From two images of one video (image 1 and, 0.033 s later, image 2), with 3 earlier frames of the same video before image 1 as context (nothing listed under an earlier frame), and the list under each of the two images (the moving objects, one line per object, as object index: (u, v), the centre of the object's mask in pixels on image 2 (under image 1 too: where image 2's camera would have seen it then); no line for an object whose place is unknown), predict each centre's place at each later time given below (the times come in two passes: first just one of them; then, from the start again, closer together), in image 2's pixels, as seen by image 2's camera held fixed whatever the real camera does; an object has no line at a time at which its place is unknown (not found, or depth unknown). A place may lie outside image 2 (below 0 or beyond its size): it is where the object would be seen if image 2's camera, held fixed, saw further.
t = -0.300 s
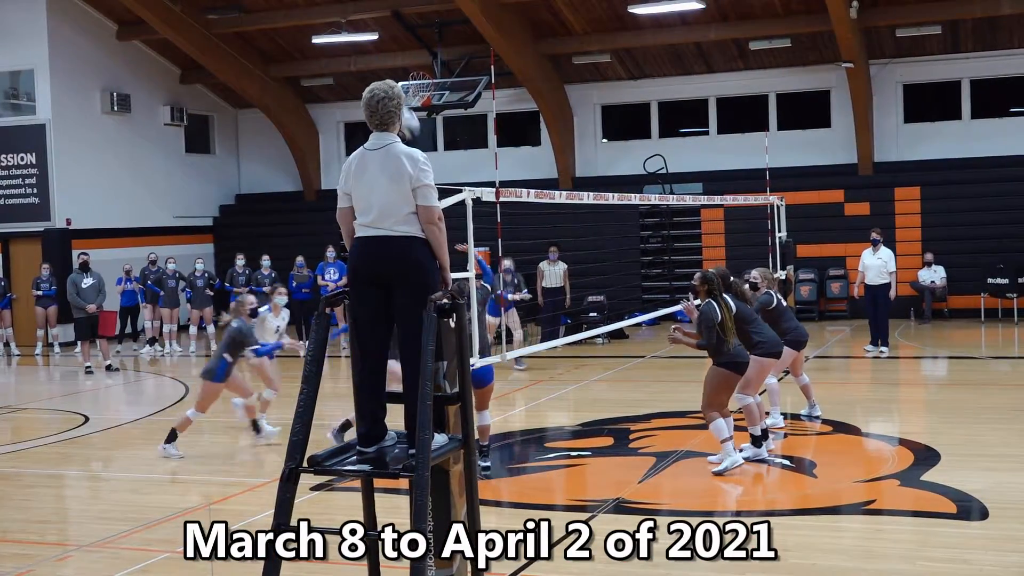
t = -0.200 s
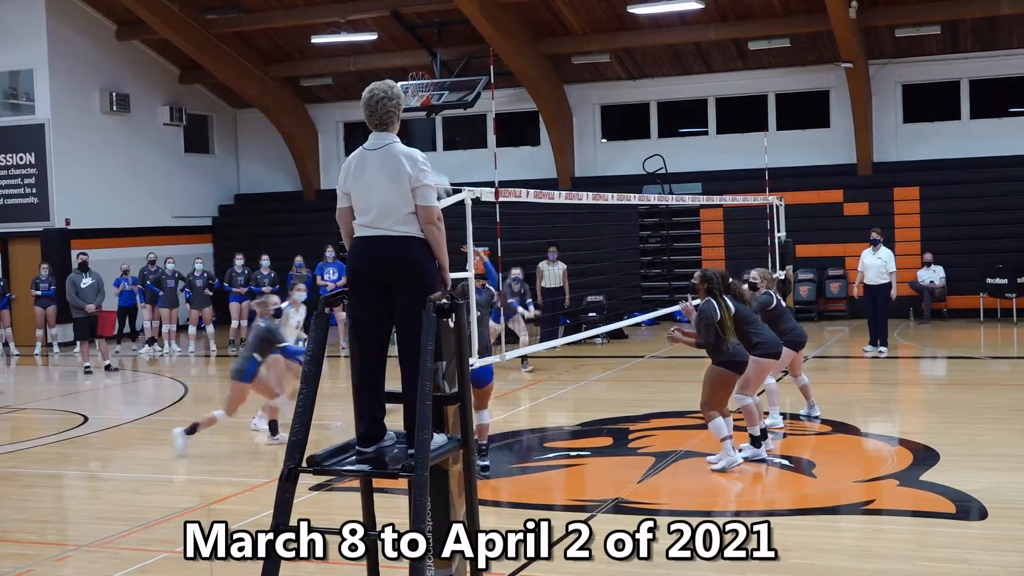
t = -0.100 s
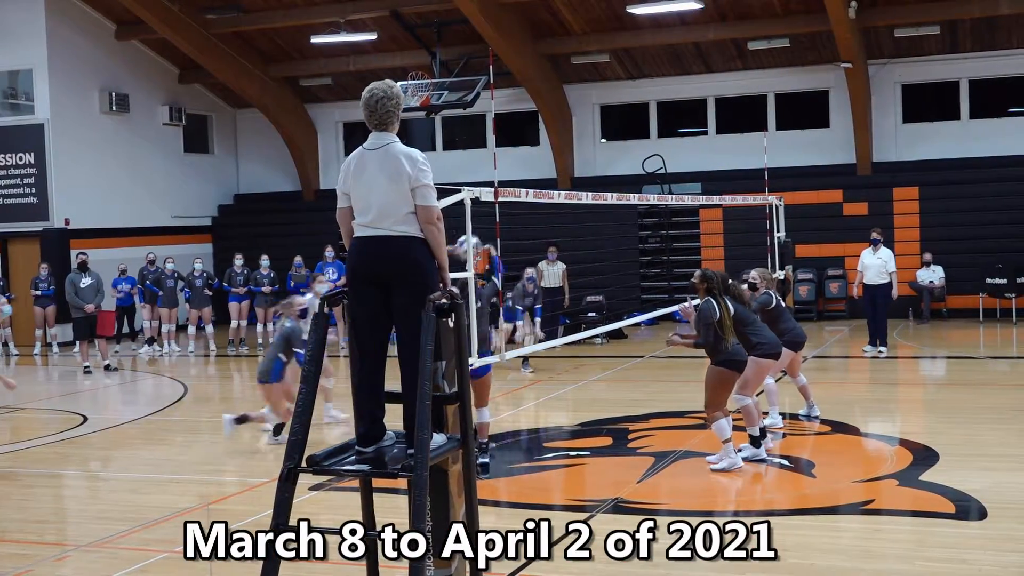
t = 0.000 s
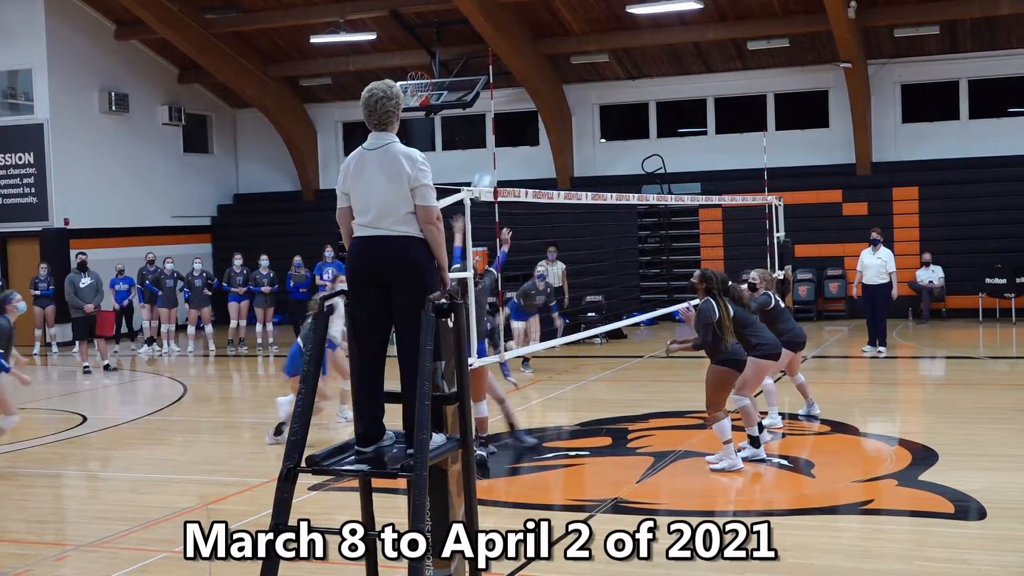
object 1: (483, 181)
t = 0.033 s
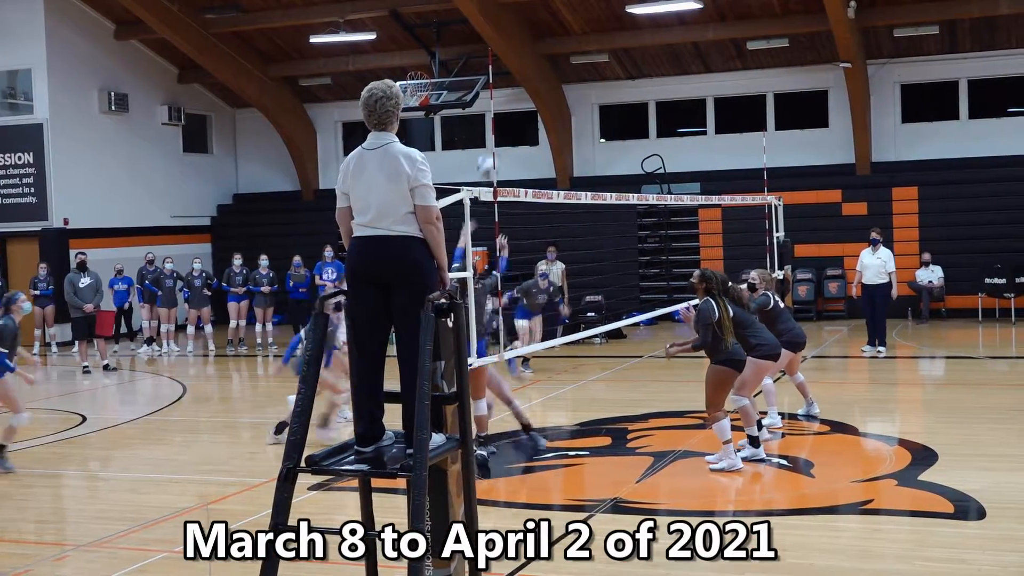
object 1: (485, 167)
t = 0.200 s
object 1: (508, 97)
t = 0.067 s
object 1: (492, 149)
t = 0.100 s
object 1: (496, 135)
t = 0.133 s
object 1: (502, 122)
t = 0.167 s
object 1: (505, 109)
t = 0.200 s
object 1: (508, 97)
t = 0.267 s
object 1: (516, 81)
